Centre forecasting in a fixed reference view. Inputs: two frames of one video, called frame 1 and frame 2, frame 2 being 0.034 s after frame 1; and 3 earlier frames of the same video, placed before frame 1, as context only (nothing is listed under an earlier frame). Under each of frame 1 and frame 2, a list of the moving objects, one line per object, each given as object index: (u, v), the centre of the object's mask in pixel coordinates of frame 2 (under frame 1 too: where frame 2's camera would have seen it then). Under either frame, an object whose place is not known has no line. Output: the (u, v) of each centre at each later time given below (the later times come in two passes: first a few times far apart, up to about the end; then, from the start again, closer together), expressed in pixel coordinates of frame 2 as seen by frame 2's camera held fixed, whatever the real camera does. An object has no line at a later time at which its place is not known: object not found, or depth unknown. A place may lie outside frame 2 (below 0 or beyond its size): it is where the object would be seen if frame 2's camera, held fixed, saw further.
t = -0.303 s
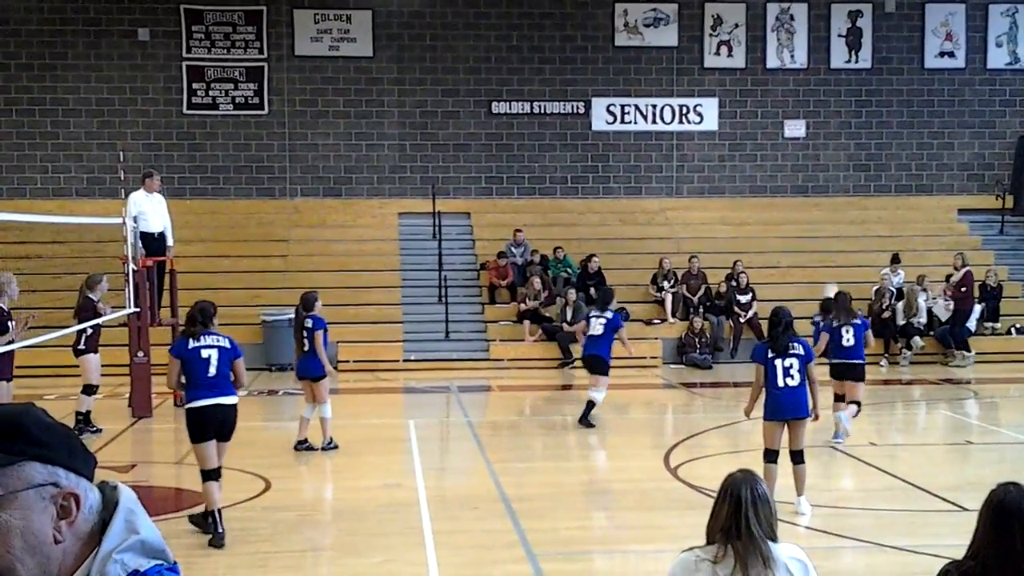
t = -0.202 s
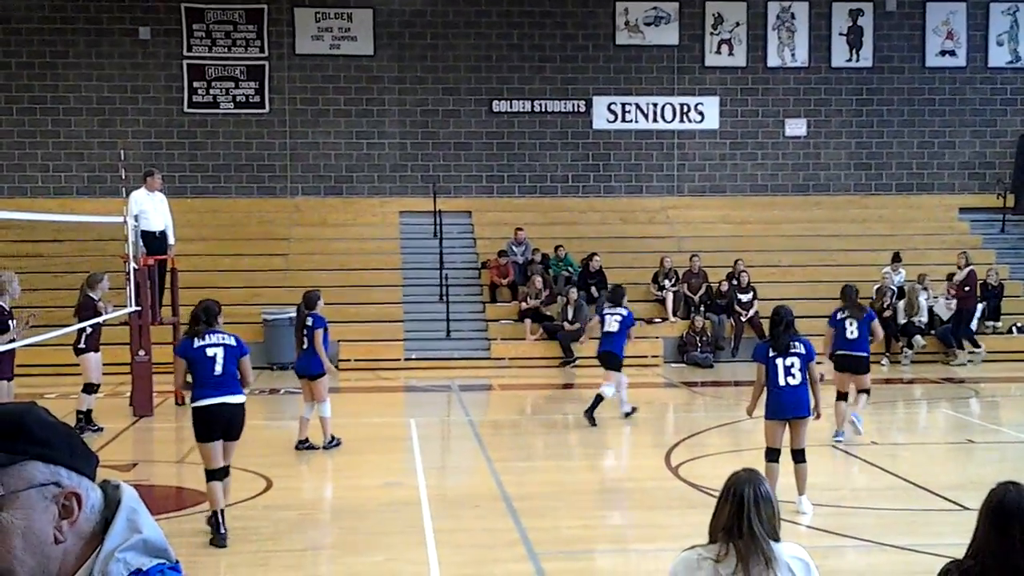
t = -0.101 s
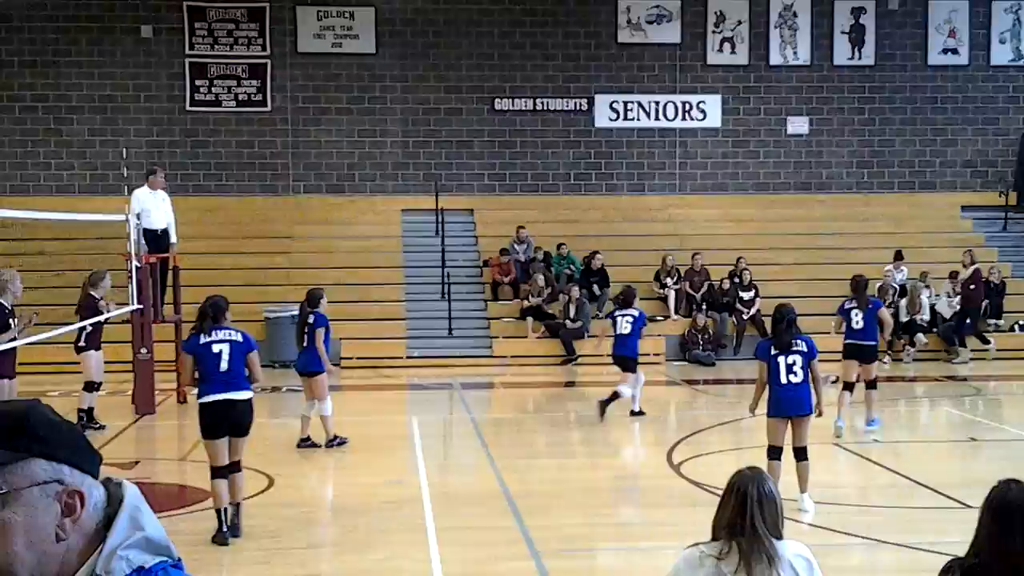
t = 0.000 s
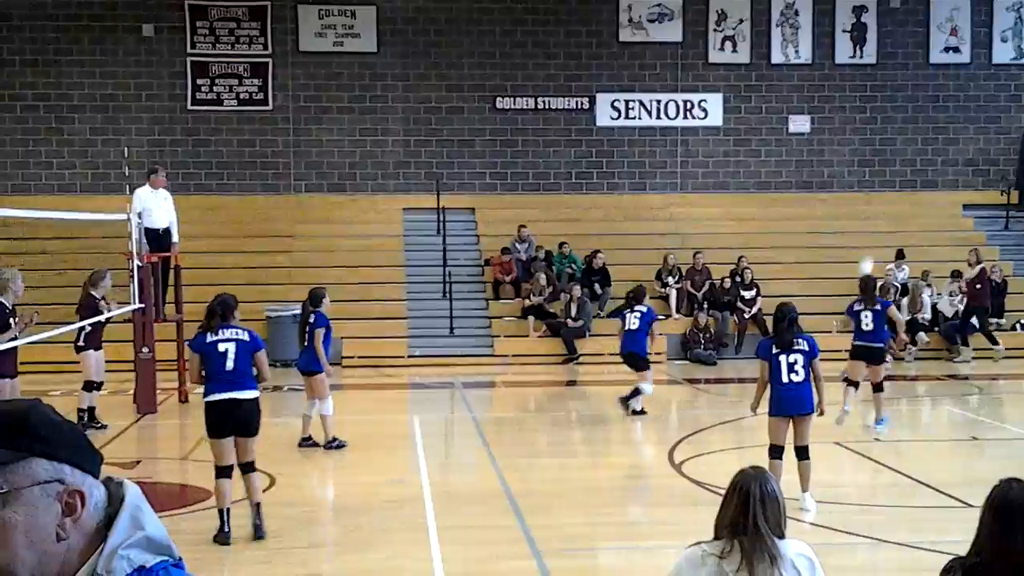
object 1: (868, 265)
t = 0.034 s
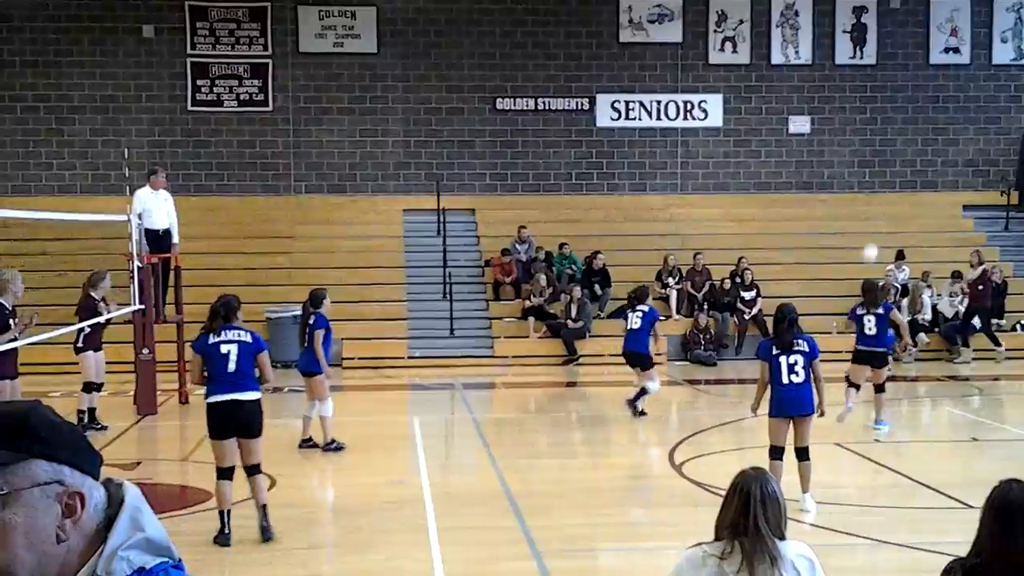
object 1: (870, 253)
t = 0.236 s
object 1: (896, 182)
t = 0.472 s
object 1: (922, 138)
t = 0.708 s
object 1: (950, 141)
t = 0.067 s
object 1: (872, 240)
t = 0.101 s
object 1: (877, 226)
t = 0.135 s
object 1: (882, 214)
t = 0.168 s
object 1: (888, 203)
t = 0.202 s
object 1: (893, 191)
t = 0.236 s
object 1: (896, 182)
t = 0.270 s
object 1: (899, 174)
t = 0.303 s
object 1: (900, 170)
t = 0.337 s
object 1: (901, 168)
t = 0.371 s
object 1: (907, 156)
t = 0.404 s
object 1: (912, 149)
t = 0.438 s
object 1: (915, 145)
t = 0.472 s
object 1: (922, 138)
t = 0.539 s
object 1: (930, 136)
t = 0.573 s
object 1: (935, 137)
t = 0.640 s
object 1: (944, 135)
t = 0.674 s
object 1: (946, 140)
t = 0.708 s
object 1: (950, 141)
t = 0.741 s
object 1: (953, 144)
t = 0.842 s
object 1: (960, 155)
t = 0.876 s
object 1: (958, 162)
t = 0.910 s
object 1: (961, 169)
